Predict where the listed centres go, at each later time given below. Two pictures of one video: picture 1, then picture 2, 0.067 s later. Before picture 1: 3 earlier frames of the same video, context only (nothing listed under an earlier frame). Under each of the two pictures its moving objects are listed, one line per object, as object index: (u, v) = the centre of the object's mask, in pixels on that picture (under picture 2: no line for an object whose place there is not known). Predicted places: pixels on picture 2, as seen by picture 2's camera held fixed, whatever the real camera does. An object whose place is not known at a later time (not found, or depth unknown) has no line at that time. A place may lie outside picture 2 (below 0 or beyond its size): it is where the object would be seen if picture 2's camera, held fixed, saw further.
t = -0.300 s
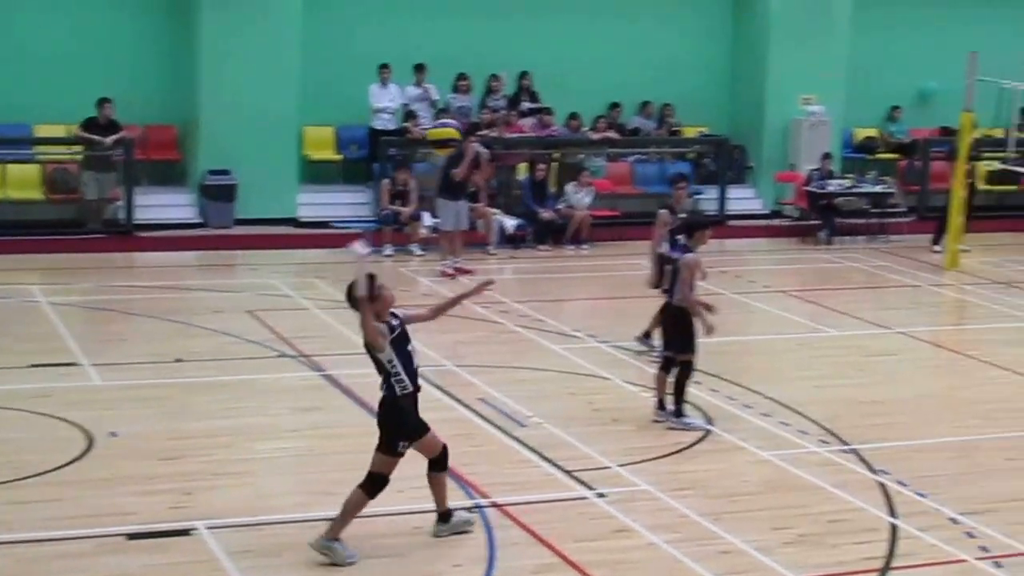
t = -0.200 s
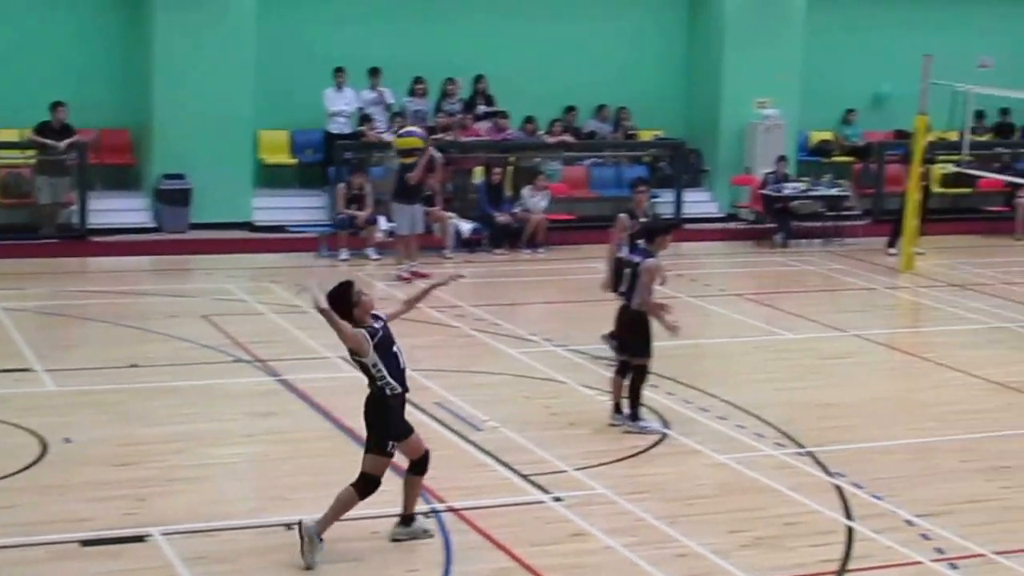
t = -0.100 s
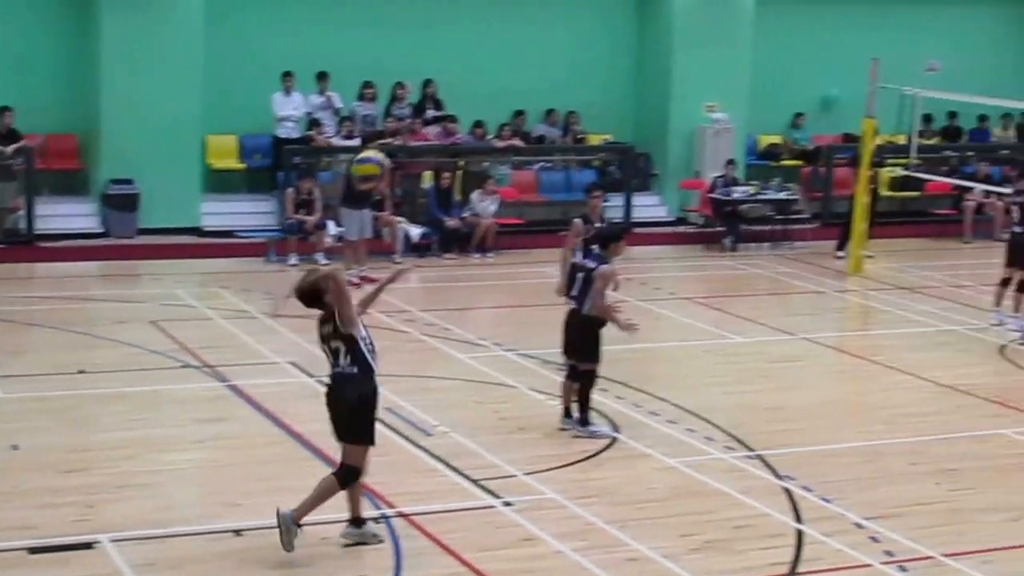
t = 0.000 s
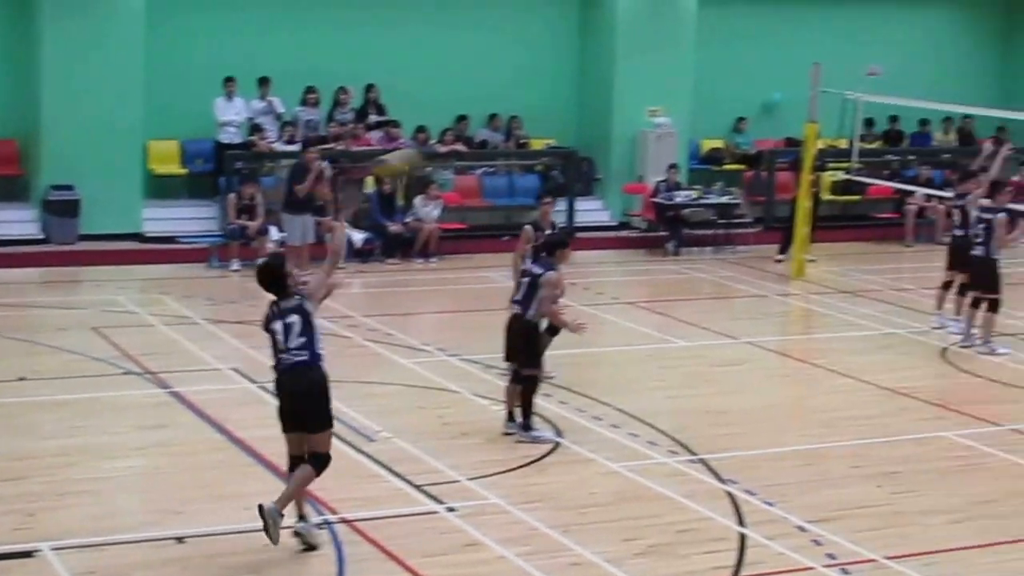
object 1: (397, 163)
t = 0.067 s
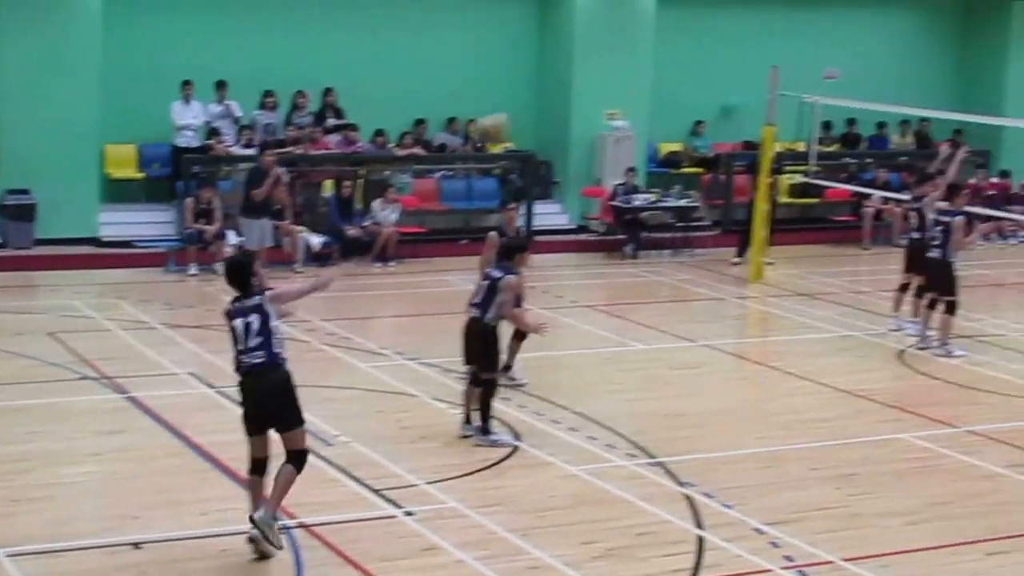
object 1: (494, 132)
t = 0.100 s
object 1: (549, 113)
